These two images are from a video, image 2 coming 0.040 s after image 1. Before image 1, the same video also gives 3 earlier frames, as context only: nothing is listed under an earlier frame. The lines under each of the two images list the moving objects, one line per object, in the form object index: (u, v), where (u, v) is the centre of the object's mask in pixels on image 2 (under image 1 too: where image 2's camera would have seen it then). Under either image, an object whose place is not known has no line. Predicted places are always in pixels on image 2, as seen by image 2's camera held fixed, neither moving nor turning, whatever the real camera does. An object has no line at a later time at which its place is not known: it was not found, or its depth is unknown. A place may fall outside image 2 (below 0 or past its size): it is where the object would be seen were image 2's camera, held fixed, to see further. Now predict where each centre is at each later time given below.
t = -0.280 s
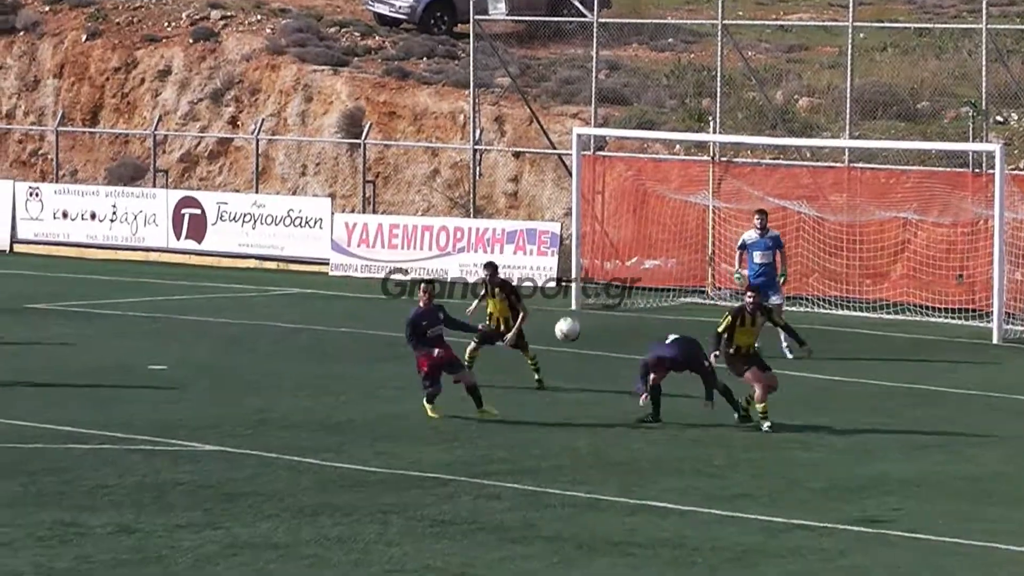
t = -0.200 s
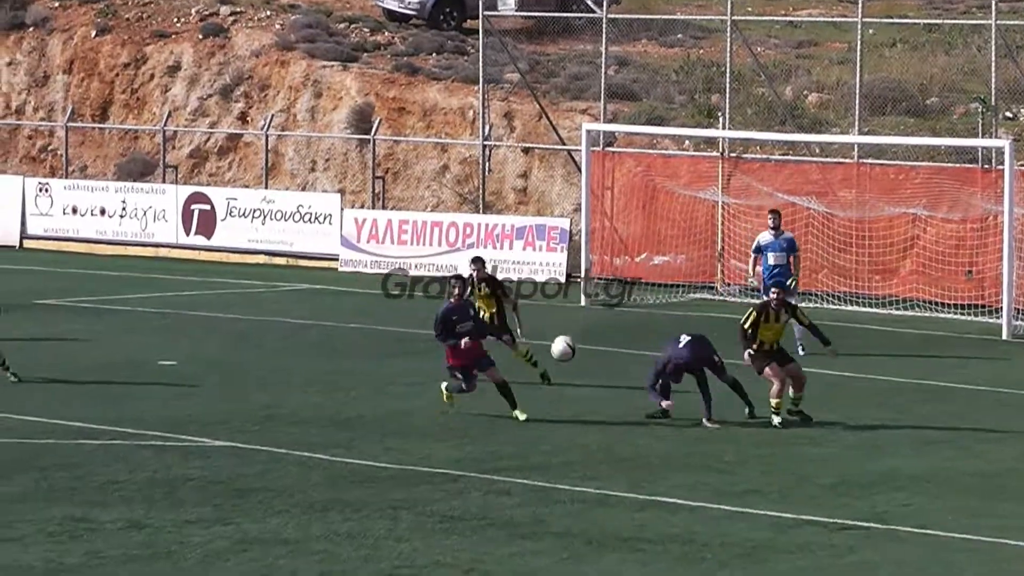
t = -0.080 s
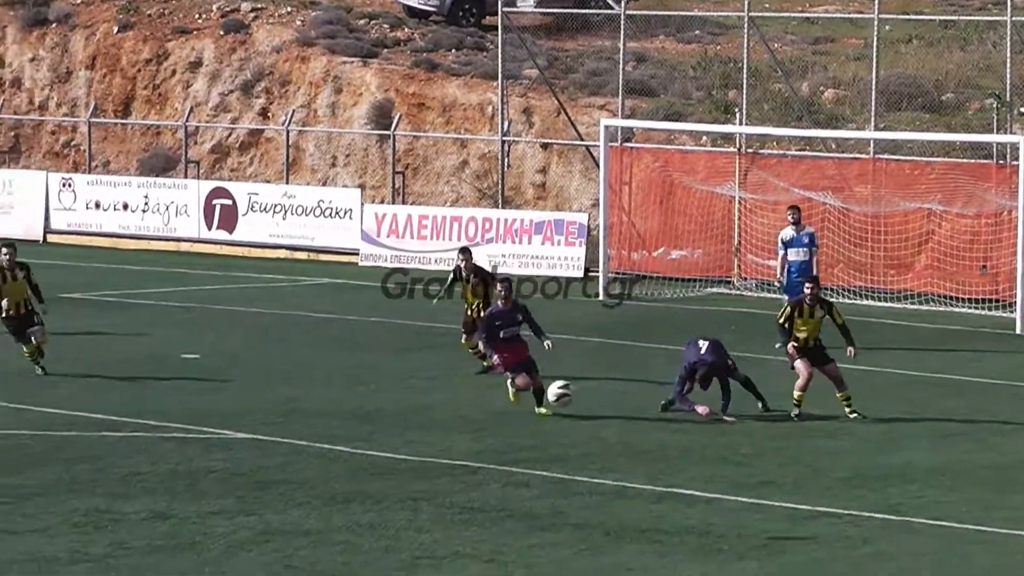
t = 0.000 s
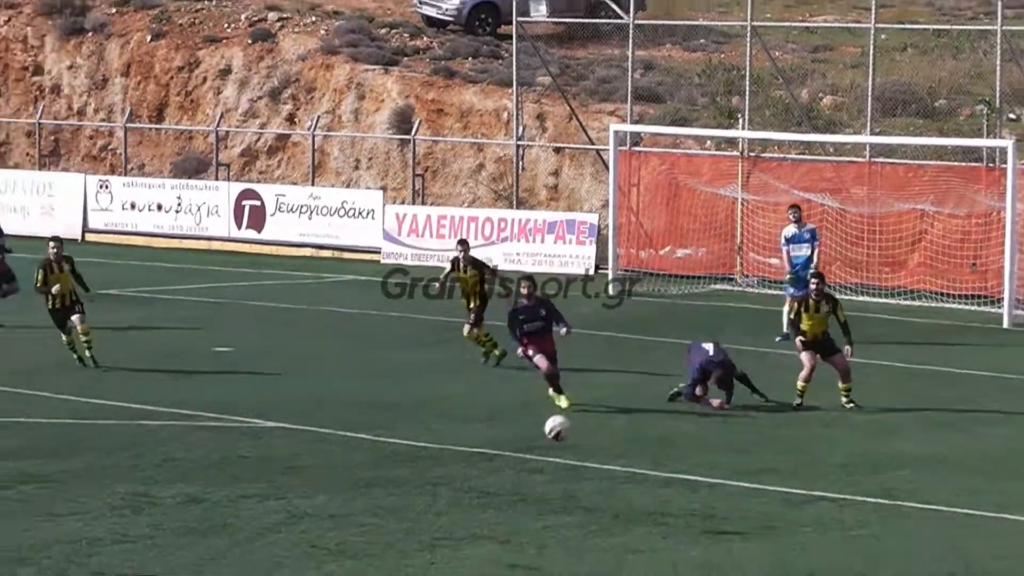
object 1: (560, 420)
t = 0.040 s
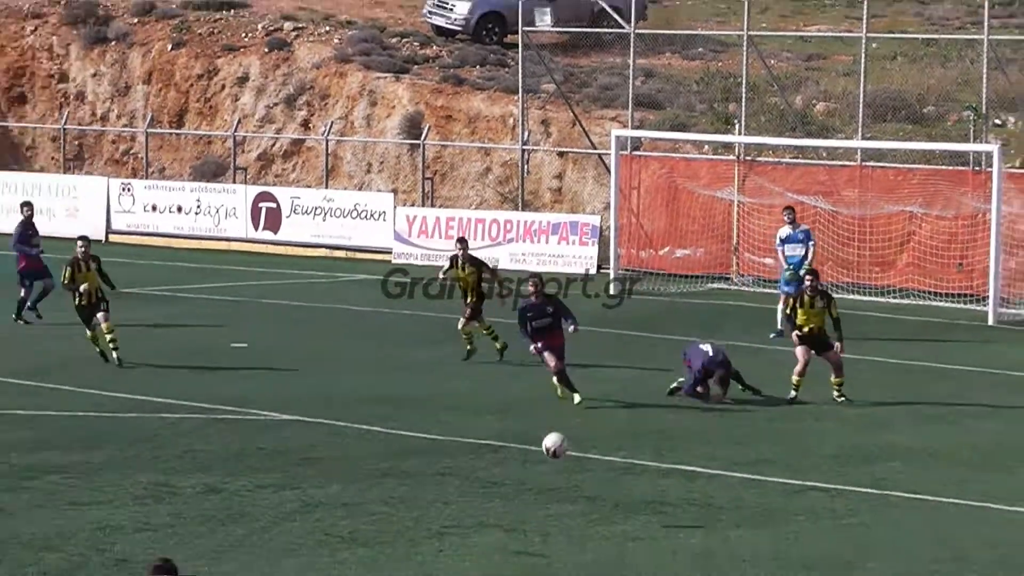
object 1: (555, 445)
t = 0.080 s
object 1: (548, 471)
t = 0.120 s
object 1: (541, 500)
